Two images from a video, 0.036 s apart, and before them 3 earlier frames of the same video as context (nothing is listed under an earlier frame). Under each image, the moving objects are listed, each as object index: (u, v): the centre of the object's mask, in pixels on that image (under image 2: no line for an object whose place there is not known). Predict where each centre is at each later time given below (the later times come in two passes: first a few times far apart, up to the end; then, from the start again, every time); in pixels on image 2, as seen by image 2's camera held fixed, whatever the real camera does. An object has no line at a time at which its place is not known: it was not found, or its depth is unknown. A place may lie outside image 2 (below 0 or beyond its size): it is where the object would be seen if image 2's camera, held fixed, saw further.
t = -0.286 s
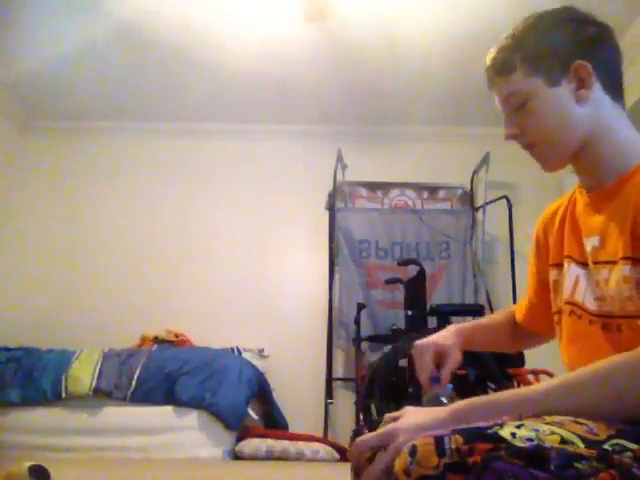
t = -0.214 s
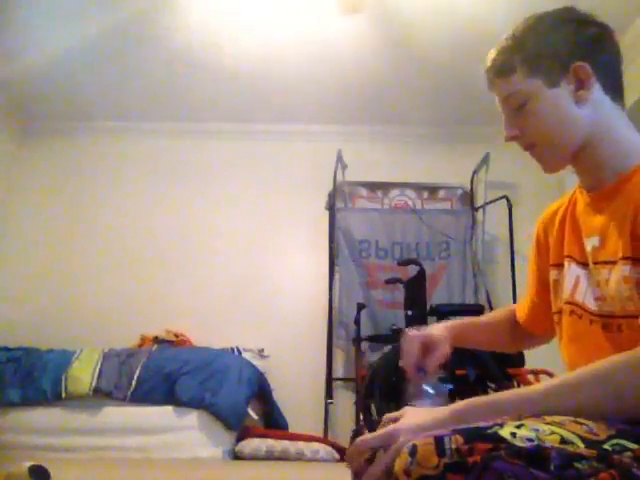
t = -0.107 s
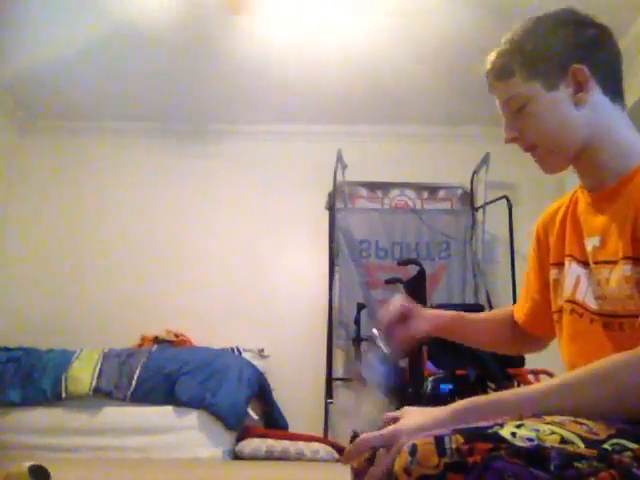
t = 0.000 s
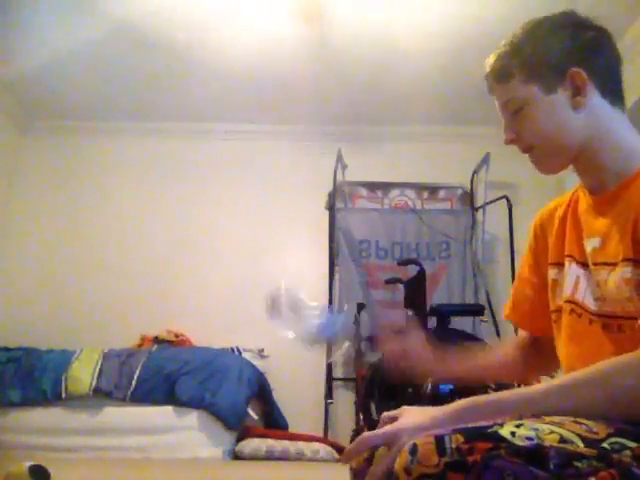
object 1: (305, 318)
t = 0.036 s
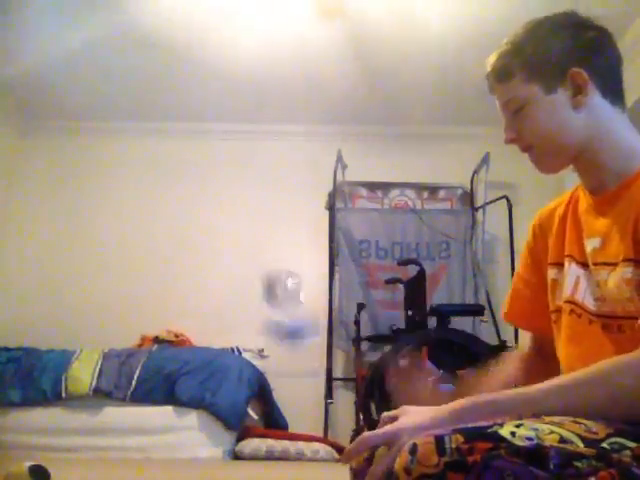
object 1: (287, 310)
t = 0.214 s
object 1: (239, 294)
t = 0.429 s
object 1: (210, 433)
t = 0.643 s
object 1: (213, 434)
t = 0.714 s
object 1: (213, 433)
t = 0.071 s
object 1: (272, 299)
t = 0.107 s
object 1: (243, 301)
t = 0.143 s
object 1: (240, 282)
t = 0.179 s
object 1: (243, 283)
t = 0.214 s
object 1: (239, 294)
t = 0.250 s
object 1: (234, 315)
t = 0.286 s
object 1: (227, 348)
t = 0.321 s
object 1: (220, 380)
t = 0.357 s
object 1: (210, 419)
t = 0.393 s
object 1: (208, 435)
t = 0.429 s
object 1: (210, 433)
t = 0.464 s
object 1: (213, 433)
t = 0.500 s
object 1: (215, 434)
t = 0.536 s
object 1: (214, 434)
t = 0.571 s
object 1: (213, 433)
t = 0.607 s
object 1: (213, 433)
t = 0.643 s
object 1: (213, 434)
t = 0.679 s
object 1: (213, 433)
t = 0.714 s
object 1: (213, 433)
